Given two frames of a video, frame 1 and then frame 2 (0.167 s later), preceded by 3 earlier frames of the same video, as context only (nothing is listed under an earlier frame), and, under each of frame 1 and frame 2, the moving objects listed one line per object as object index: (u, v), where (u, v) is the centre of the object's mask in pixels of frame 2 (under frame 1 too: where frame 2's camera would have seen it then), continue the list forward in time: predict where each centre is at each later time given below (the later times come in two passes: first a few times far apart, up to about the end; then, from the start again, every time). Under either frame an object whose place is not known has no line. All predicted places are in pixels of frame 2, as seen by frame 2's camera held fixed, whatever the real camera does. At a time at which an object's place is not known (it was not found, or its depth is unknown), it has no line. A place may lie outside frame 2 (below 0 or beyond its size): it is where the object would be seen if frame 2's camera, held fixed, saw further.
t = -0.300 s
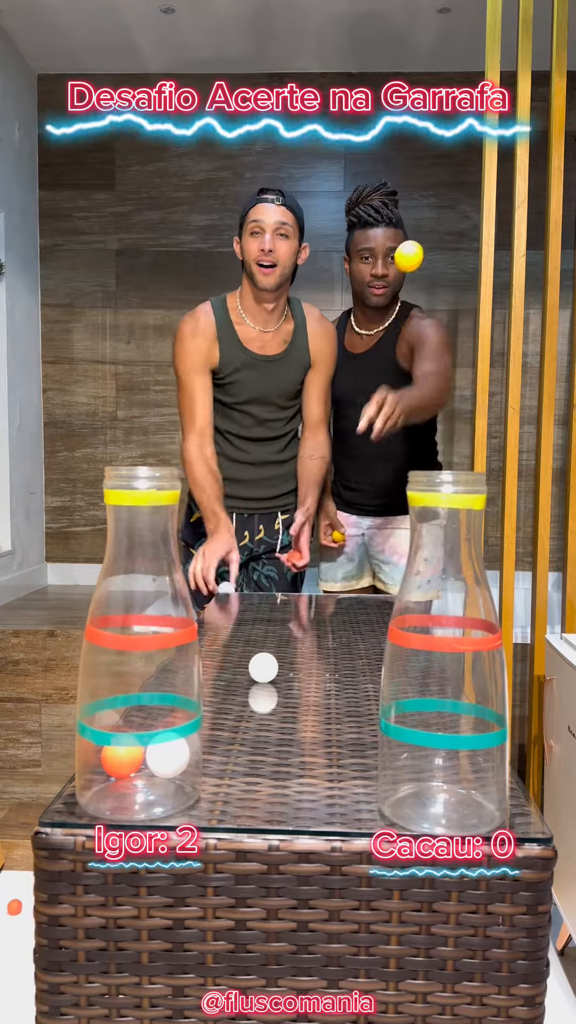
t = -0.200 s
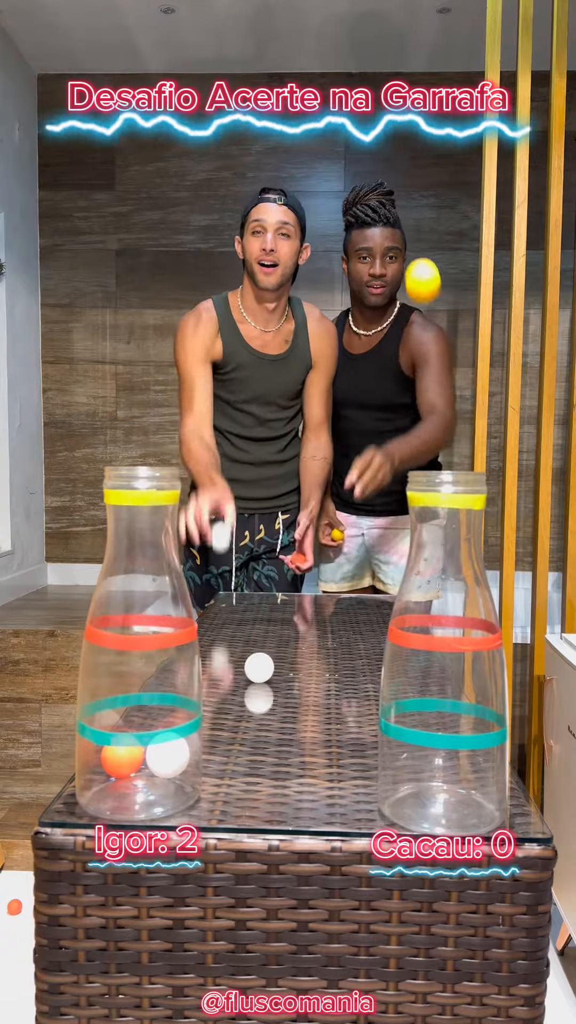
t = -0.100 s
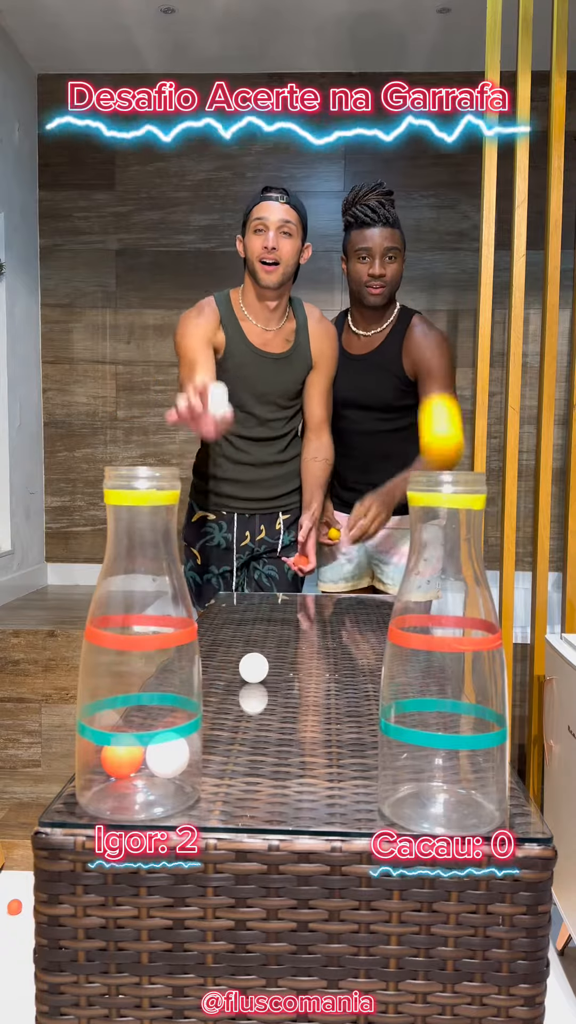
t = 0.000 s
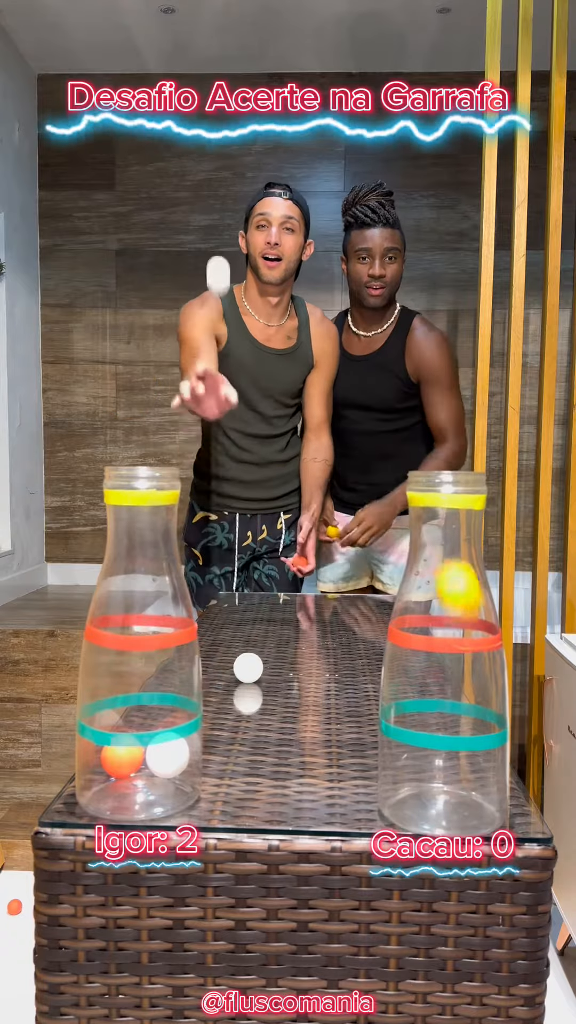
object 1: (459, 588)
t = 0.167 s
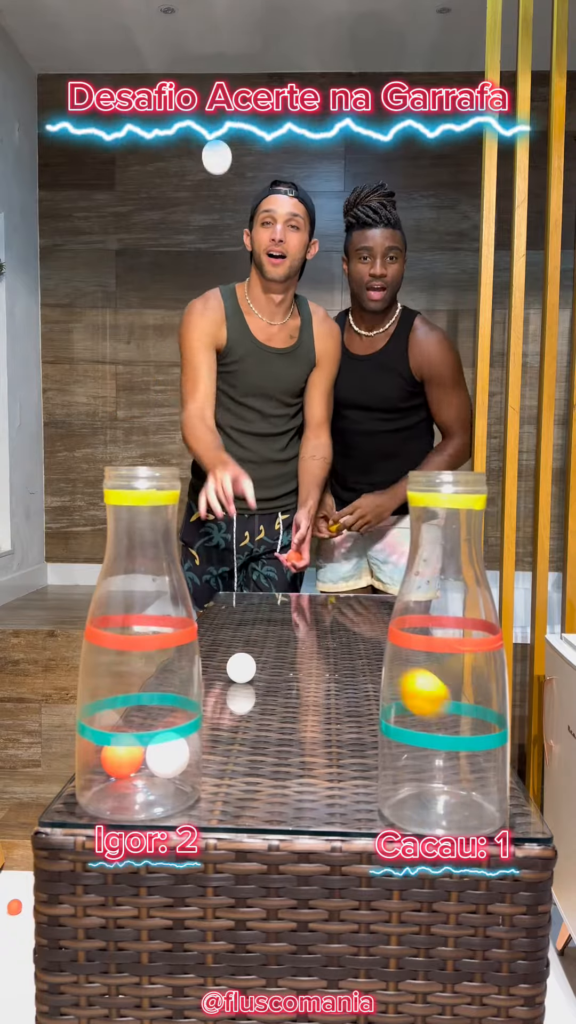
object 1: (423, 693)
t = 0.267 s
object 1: (426, 718)
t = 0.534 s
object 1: (458, 769)
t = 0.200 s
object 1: (417, 691)
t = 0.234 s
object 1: (420, 702)
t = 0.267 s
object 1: (426, 718)
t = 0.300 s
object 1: (436, 768)
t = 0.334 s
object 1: (452, 783)
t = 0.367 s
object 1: (471, 776)
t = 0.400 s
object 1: (474, 776)
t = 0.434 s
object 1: (477, 779)
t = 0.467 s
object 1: (478, 771)
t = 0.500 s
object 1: (470, 772)
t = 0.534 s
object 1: (458, 769)
